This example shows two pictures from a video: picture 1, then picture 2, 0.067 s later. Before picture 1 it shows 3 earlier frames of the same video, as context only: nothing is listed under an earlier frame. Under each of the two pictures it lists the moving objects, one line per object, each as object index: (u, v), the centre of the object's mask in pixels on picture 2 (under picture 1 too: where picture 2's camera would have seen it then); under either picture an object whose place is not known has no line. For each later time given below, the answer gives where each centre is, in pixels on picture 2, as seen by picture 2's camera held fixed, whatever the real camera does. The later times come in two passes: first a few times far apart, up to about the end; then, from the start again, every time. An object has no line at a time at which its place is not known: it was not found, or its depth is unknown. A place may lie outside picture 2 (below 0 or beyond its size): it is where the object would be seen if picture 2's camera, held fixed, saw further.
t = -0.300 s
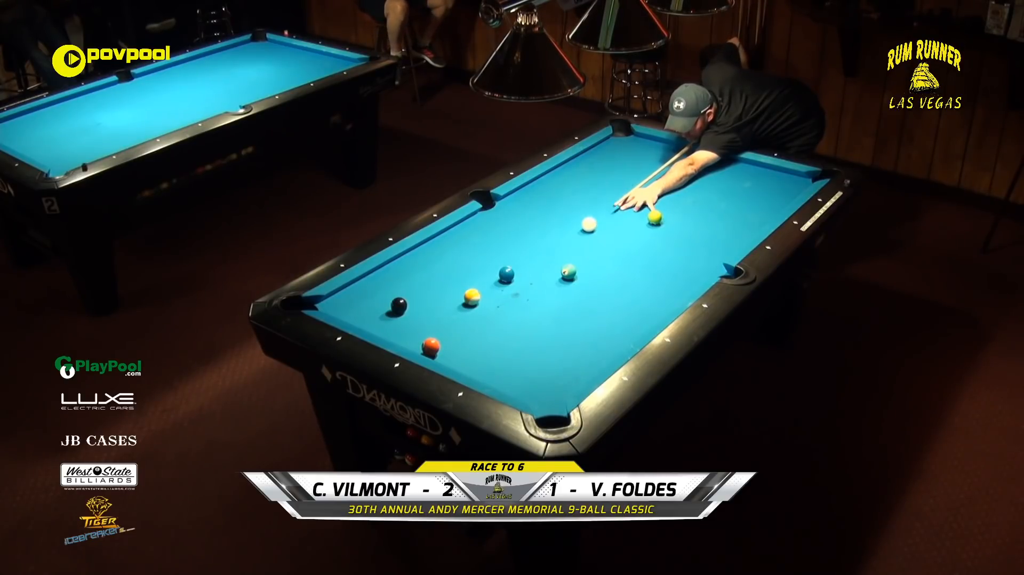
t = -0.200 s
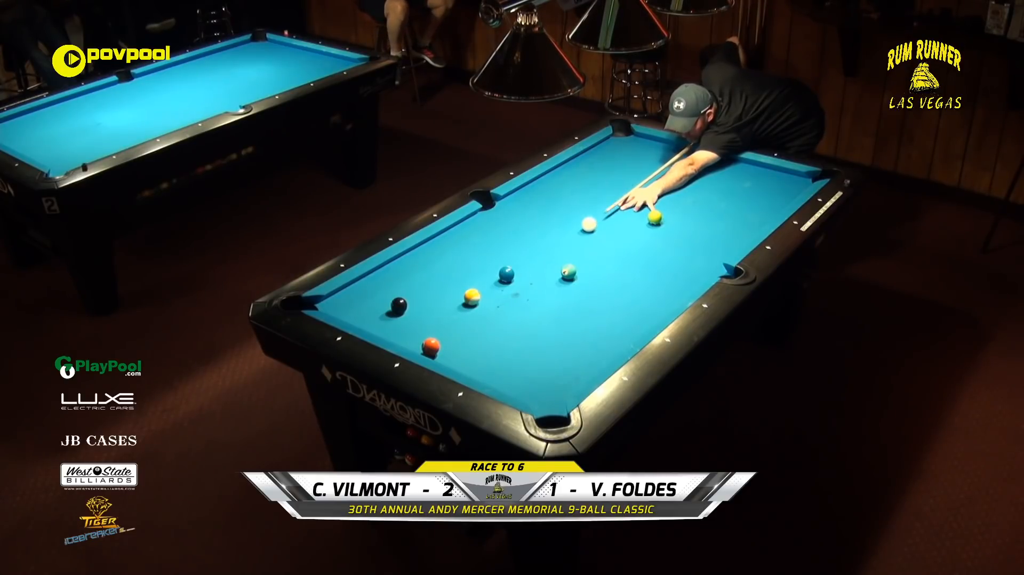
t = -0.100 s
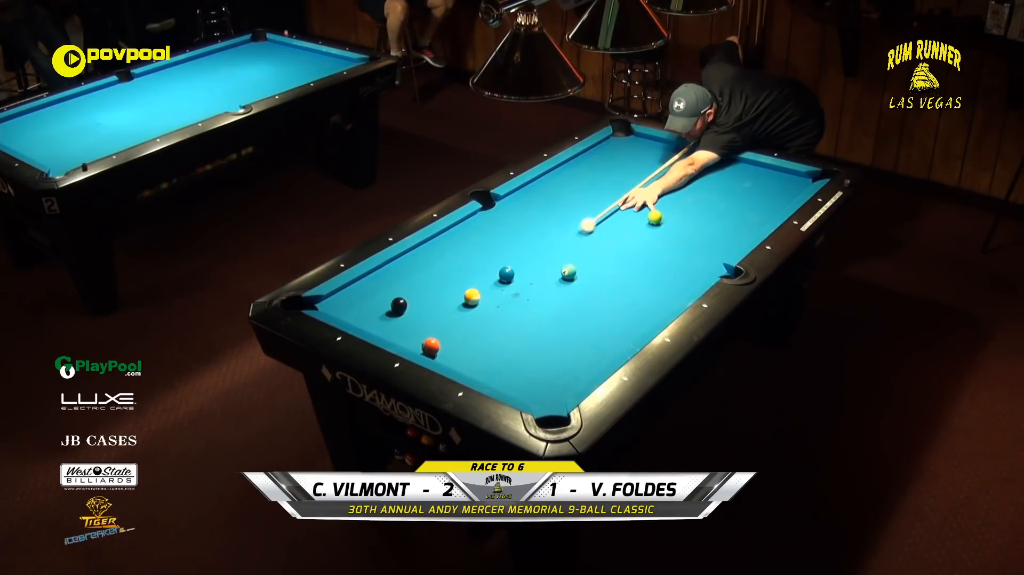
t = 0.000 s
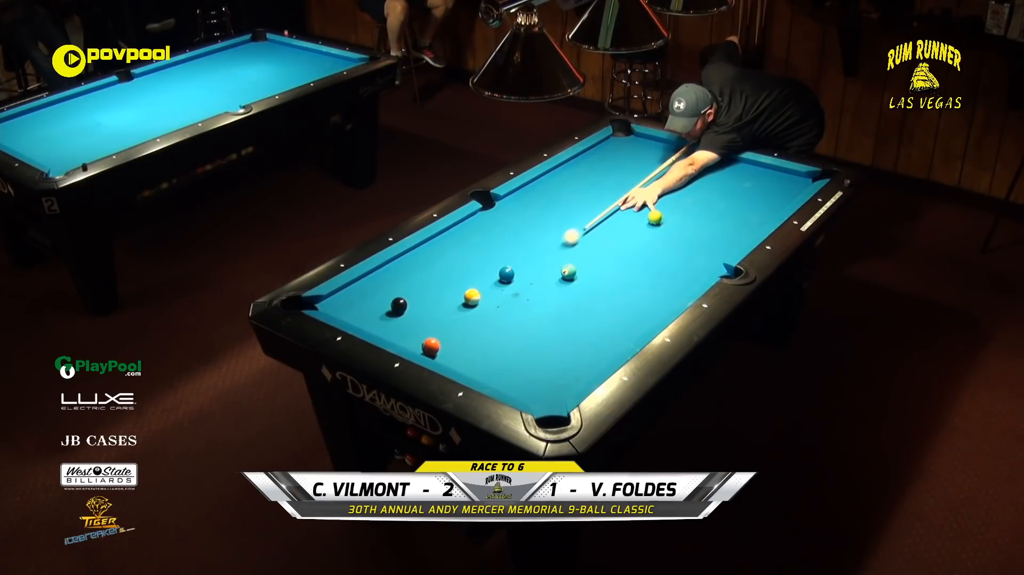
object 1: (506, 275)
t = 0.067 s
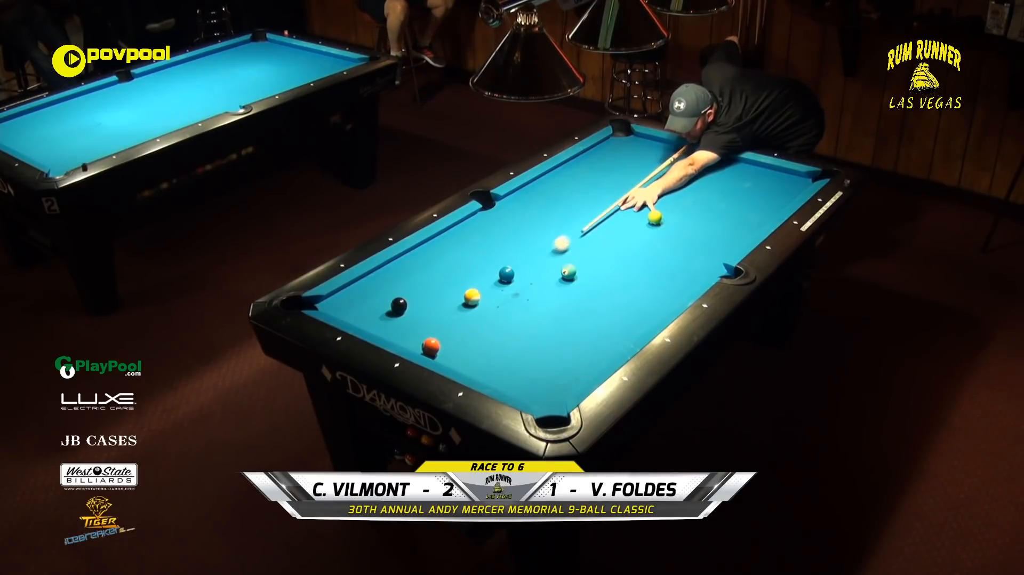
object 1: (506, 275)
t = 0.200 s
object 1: (506, 275)
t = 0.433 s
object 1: (489, 278)
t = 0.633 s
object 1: (464, 281)
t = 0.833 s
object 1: (440, 285)
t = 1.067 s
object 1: (413, 289)
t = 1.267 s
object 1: (391, 292)
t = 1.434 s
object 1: (373, 295)
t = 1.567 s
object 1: (359, 297)
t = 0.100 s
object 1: (506, 275)
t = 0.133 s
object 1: (506, 275)
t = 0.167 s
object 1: (506, 275)
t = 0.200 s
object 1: (506, 275)
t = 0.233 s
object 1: (506, 275)
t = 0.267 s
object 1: (506, 275)
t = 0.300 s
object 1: (506, 275)
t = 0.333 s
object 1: (504, 275)
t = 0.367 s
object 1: (499, 276)
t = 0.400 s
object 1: (493, 277)
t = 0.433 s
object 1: (489, 278)
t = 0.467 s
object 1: (485, 278)
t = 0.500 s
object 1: (481, 279)
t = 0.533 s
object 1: (476, 280)
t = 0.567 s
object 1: (473, 280)
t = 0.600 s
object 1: (469, 281)
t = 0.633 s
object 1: (464, 281)
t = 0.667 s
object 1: (460, 282)
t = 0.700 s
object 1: (456, 283)
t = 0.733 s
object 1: (452, 283)
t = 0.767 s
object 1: (448, 284)
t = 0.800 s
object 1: (445, 284)
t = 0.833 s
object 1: (440, 285)
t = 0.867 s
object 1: (437, 286)
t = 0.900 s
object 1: (433, 286)
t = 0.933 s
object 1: (429, 287)
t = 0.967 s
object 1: (425, 287)
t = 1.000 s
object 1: (421, 288)
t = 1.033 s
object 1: (417, 288)
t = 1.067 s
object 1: (413, 289)
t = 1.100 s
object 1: (410, 290)
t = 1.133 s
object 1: (406, 290)
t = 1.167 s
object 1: (402, 290)
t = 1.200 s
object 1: (398, 291)
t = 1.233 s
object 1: (395, 291)
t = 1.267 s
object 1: (391, 292)
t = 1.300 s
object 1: (387, 293)
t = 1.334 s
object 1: (384, 293)
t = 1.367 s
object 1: (380, 294)
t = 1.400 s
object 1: (377, 294)
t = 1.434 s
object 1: (373, 295)
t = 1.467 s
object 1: (370, 295)
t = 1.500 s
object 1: (366, 296)
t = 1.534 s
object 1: (362, 297)
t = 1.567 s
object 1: (359, 297)
